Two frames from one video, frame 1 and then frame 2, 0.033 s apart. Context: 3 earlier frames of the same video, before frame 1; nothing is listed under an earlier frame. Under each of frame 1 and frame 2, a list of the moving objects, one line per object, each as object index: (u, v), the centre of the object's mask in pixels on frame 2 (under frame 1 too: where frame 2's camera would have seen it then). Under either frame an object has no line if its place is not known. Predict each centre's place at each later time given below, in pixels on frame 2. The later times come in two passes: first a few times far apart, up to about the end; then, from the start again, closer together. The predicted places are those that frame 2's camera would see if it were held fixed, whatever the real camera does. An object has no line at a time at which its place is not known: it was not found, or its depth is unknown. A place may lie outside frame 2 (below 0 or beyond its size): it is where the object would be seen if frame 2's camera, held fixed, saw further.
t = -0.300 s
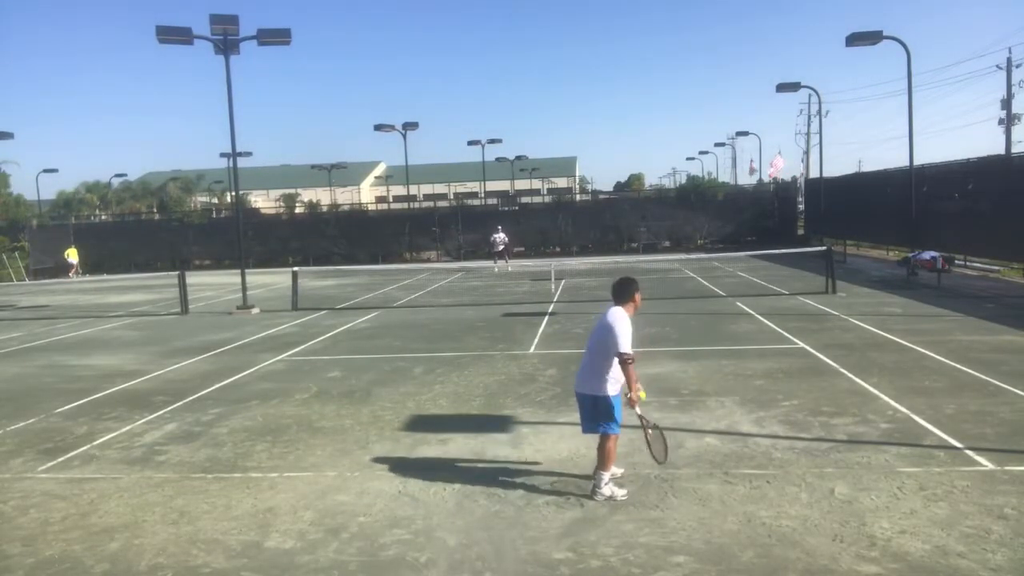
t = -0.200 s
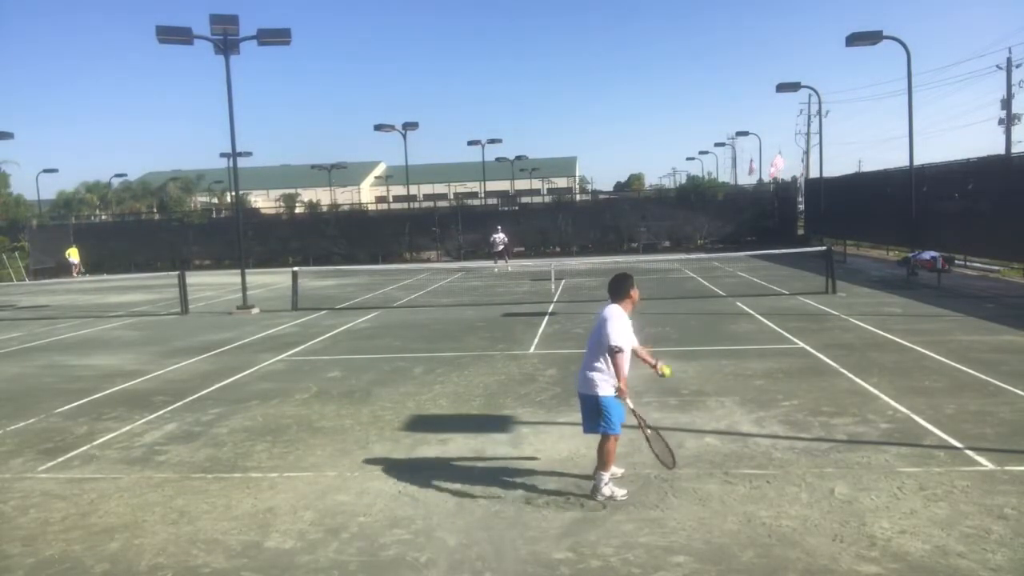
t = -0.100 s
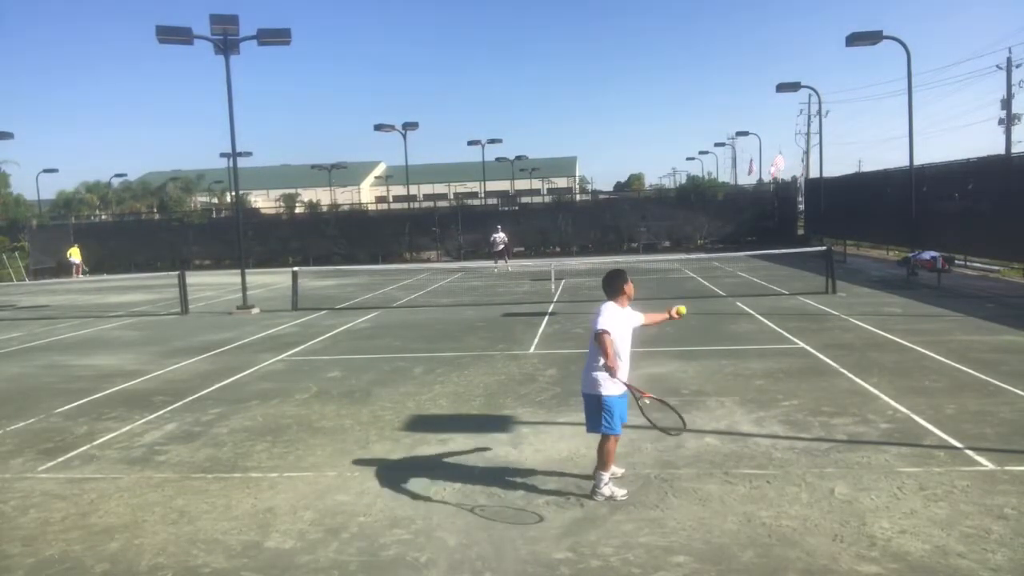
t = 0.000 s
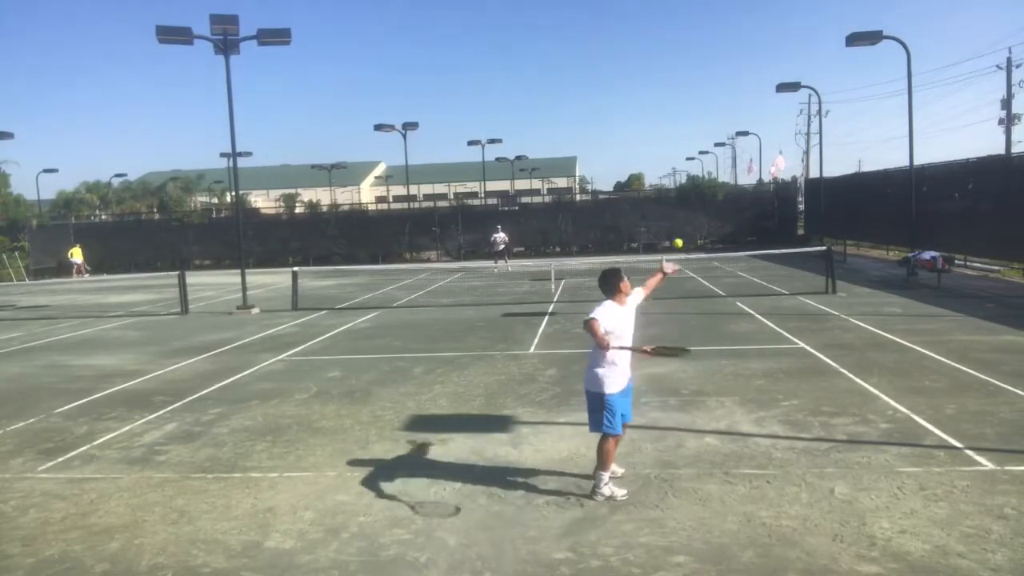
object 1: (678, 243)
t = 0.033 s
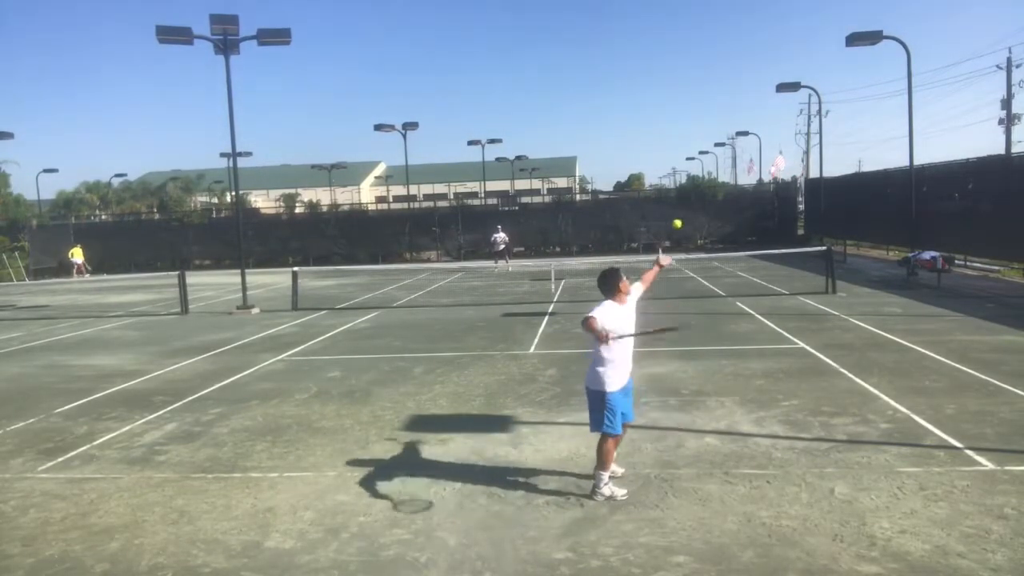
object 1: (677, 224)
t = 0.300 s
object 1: (670, 122)
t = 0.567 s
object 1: (664, 114)
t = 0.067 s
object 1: (676, 206)
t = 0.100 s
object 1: (675, 189)
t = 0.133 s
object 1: (674, 174)
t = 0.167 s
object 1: (673, 161)
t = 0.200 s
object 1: (672, 149)
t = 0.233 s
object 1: (671, 139)
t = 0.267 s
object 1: (670, 130)
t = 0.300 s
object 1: (670, 122)
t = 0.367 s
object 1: (667, 112)
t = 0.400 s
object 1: (667, 109)
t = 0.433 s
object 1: (666, 107)
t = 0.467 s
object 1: (666, 107)
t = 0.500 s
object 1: (665, 107)
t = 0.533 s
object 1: (664, 109)
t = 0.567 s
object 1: (664, 114)
